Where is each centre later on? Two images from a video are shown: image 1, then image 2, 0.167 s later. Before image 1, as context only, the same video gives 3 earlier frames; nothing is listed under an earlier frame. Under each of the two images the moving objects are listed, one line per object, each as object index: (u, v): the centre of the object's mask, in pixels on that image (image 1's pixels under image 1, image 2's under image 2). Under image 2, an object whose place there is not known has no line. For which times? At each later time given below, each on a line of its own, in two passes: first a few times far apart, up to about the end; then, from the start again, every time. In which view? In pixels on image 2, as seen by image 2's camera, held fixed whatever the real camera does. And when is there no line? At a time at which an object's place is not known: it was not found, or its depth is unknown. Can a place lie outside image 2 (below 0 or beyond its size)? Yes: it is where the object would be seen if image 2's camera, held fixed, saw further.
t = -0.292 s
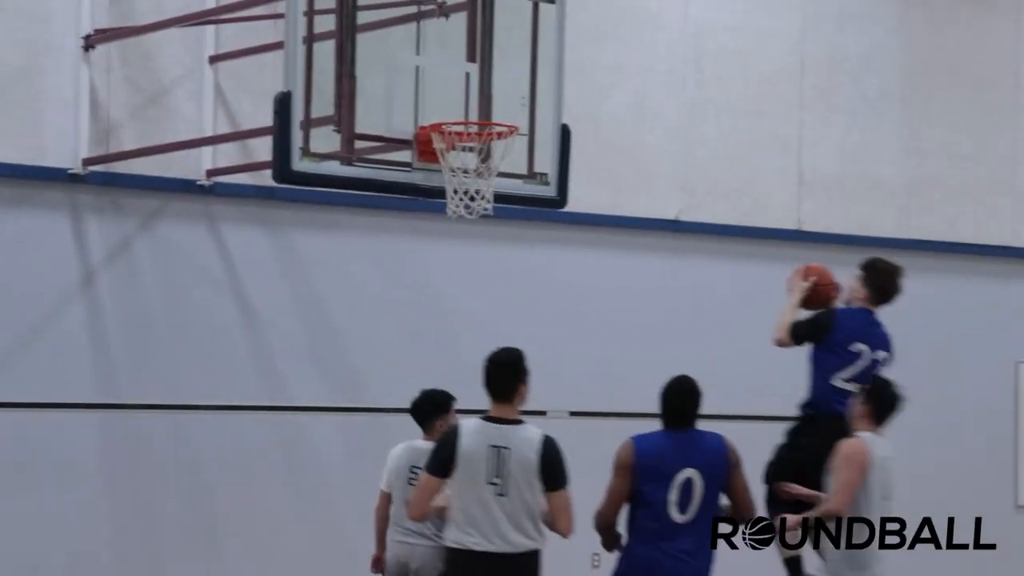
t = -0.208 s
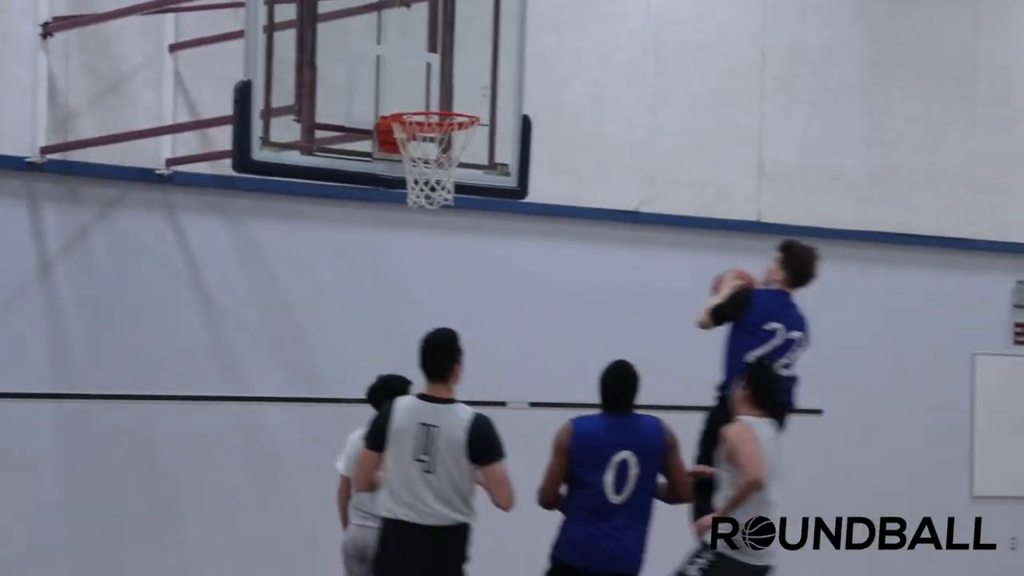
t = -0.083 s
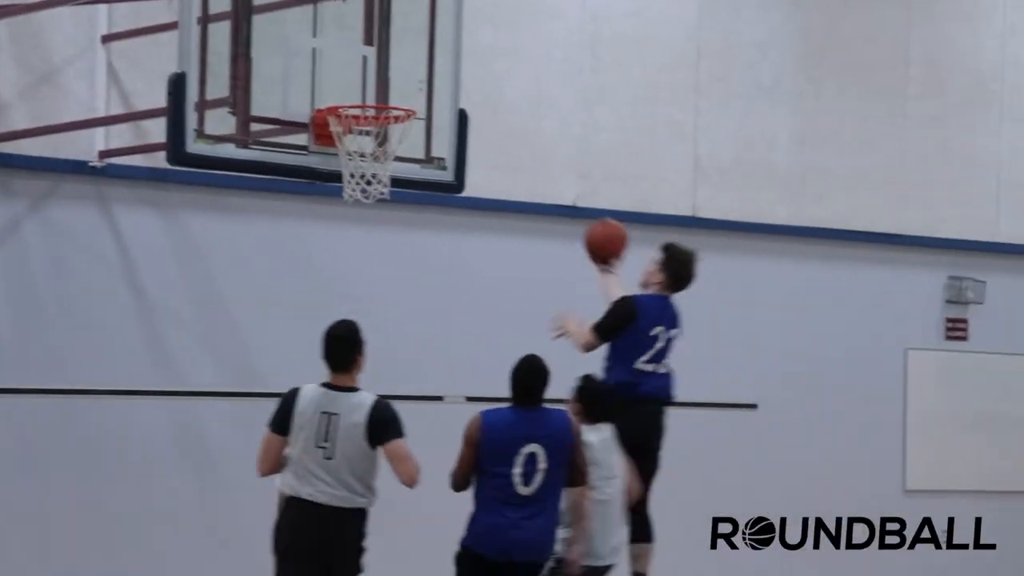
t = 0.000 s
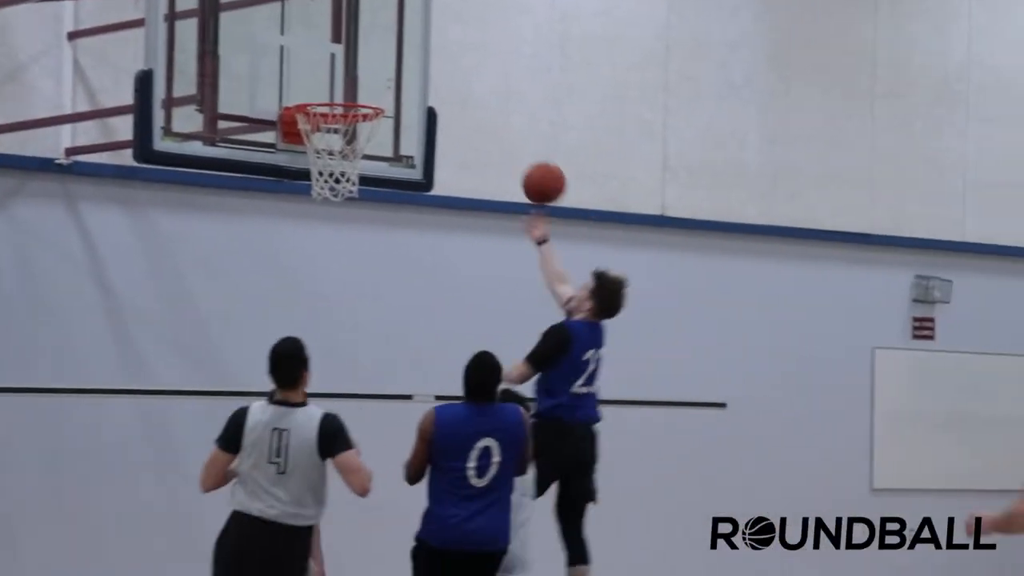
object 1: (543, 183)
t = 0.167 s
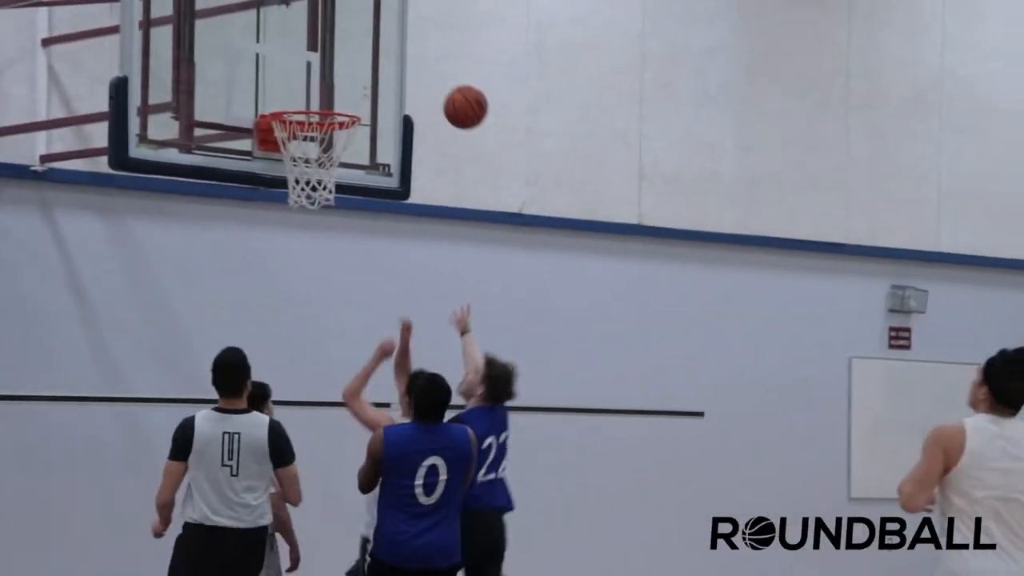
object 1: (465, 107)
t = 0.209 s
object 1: (452, 93)
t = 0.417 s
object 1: (380, 72)
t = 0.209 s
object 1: (452, 93)
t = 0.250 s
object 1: (439, 83)
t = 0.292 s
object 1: (424, 76)
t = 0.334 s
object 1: (410, 72)
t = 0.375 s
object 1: (395, 70)
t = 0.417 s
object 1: (380, 72)
